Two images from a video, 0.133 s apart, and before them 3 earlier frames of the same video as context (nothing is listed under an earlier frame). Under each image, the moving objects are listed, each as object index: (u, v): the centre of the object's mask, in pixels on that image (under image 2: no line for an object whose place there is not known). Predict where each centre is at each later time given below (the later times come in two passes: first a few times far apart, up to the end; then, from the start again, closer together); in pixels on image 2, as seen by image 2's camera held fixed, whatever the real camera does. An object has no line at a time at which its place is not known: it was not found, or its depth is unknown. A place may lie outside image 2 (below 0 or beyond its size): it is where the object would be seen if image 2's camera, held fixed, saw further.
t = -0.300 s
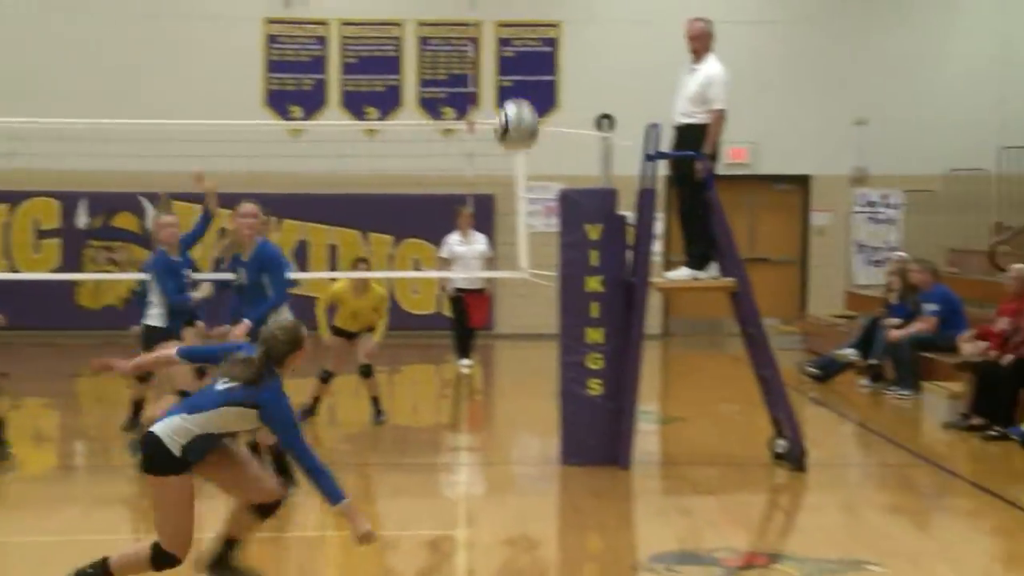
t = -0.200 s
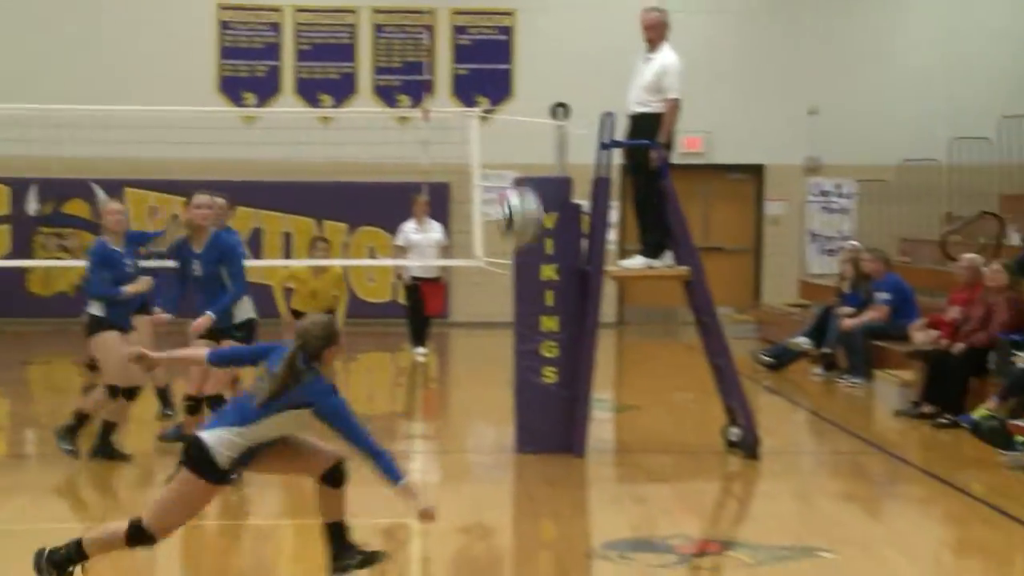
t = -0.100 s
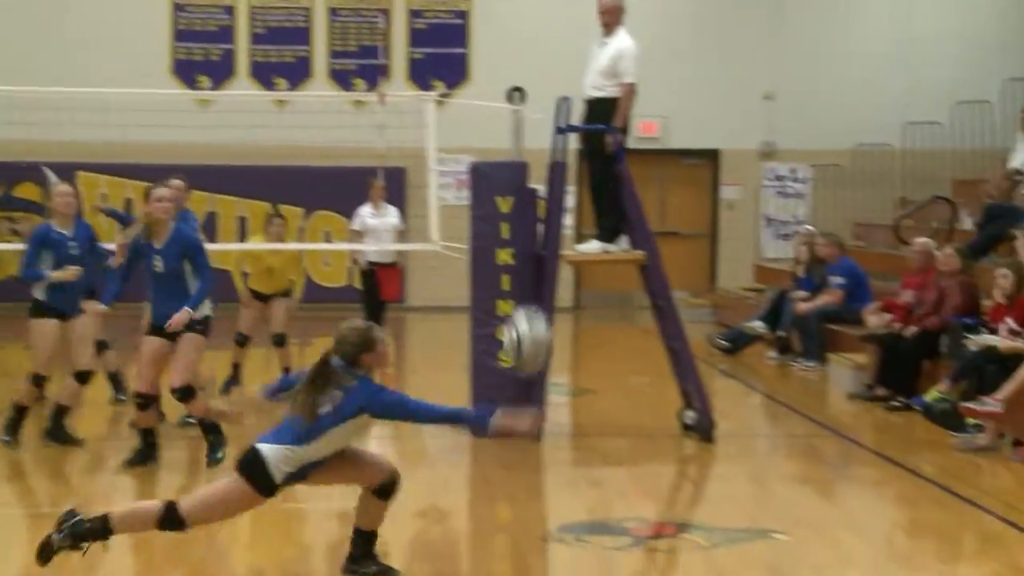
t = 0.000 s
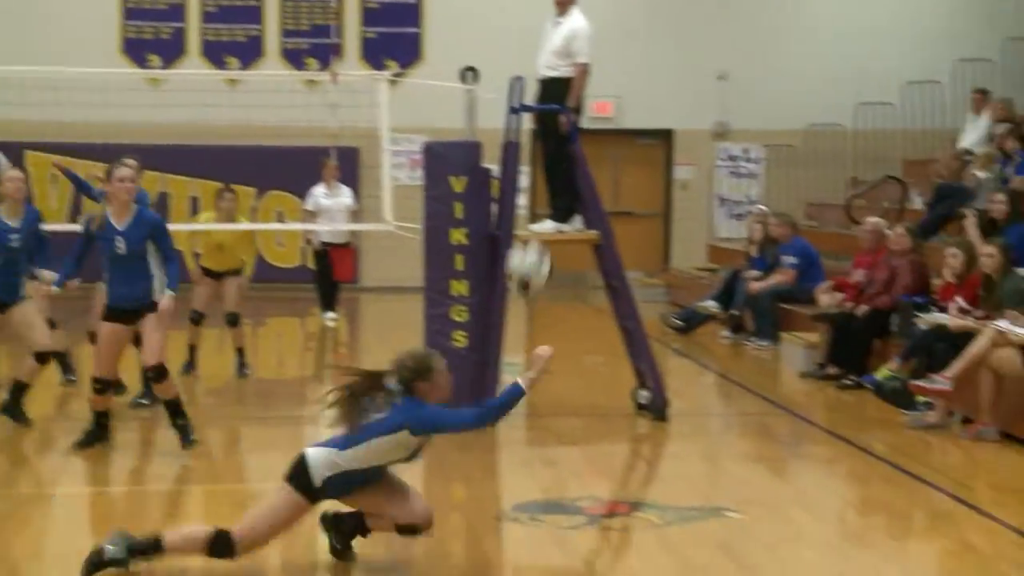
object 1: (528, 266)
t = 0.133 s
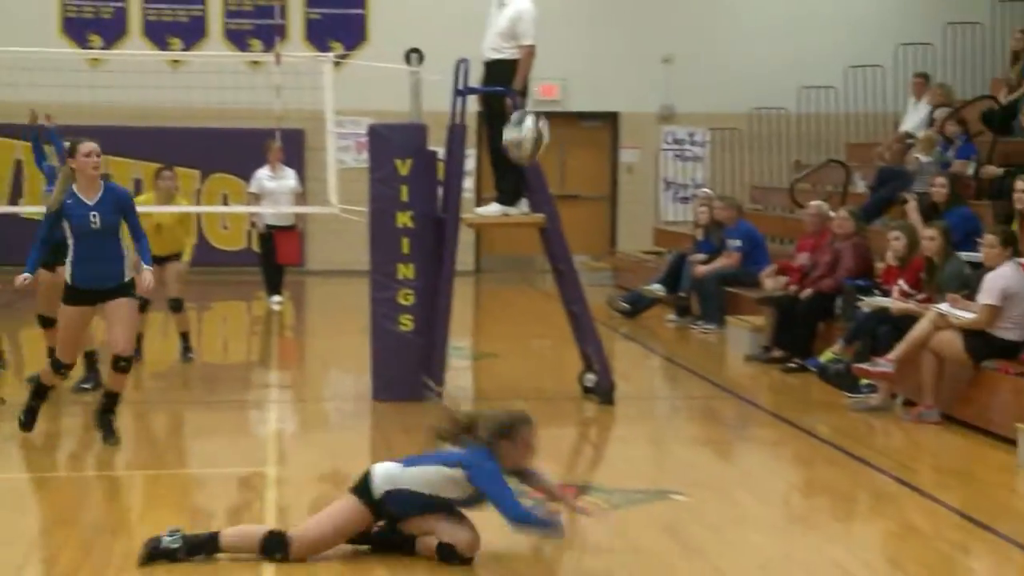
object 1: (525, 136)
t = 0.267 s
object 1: (570, 67)
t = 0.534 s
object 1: (643, 51)
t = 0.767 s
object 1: (690, 143)
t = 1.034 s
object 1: (736, 332)
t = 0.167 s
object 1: (537, 110)
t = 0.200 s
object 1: (549, 94)
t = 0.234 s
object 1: (560, 80)
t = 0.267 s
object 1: (570, 67)
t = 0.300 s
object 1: (581, 56)
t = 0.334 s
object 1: (591, 49)
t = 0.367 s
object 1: (601, 43)
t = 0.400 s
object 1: (610, 41)
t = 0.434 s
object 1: (618, 40)
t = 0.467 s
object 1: (626, 42)
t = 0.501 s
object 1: (635, 46)
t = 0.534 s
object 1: (643, 51)
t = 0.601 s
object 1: (658, 69)
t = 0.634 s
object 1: (665, 81)
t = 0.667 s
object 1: (672, 94)
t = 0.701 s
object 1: (679, 107)
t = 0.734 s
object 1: (685, 127)
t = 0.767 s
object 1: (690, 143)
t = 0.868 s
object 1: (708, 206)
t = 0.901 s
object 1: (713, 226)
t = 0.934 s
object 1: (721, 251)
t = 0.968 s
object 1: (725, 278)
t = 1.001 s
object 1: (730, 302)
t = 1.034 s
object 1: (736, 332)
